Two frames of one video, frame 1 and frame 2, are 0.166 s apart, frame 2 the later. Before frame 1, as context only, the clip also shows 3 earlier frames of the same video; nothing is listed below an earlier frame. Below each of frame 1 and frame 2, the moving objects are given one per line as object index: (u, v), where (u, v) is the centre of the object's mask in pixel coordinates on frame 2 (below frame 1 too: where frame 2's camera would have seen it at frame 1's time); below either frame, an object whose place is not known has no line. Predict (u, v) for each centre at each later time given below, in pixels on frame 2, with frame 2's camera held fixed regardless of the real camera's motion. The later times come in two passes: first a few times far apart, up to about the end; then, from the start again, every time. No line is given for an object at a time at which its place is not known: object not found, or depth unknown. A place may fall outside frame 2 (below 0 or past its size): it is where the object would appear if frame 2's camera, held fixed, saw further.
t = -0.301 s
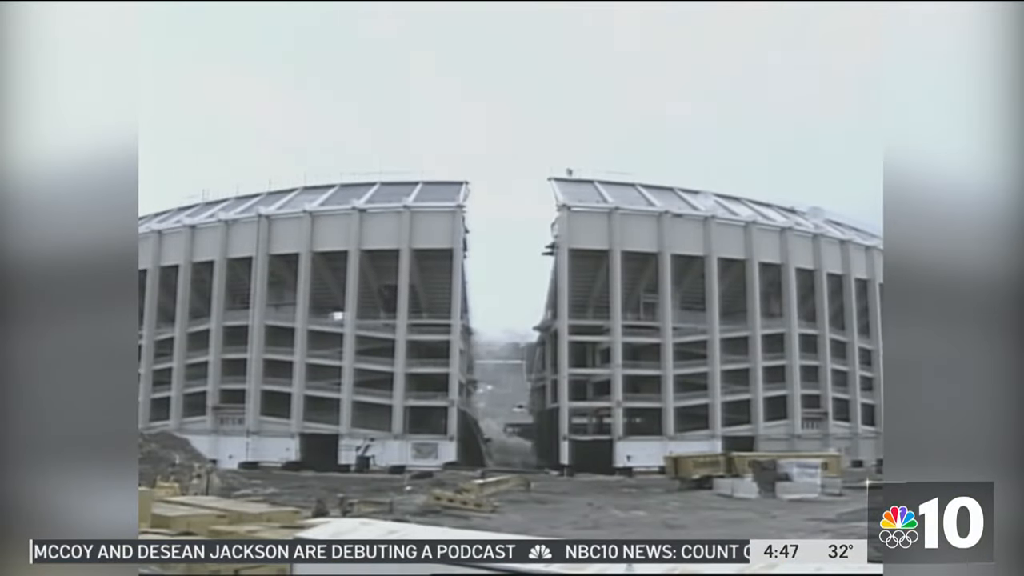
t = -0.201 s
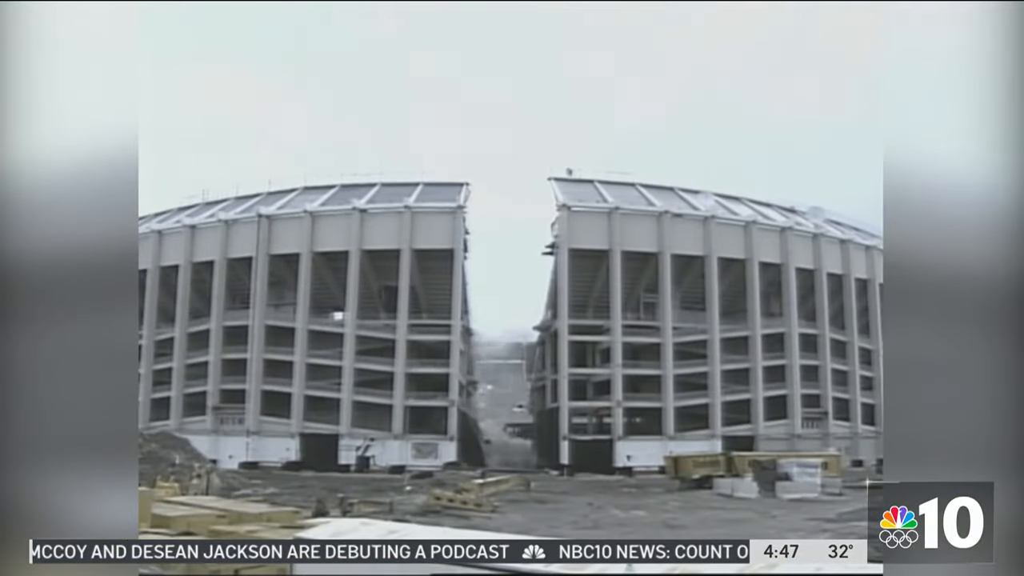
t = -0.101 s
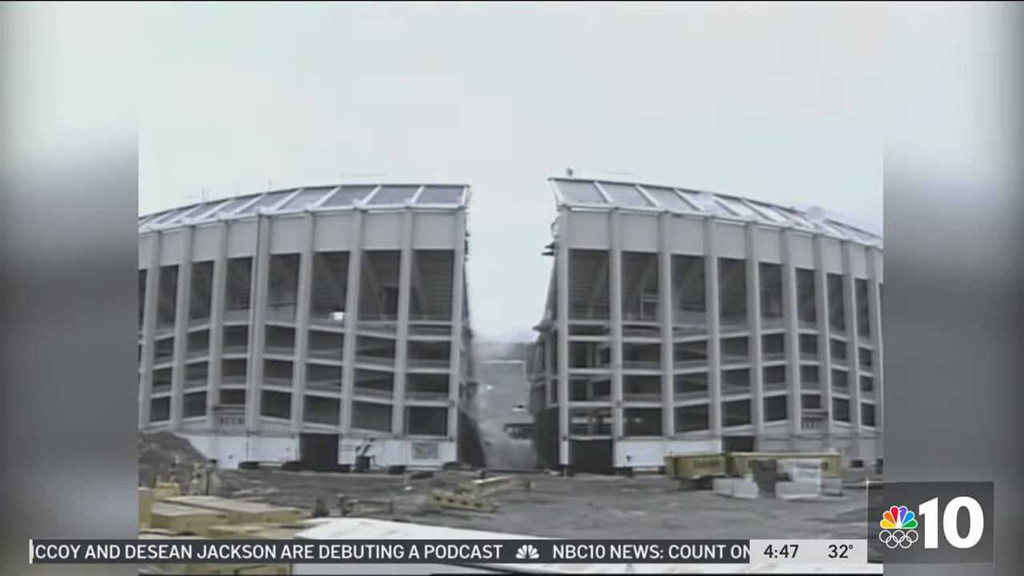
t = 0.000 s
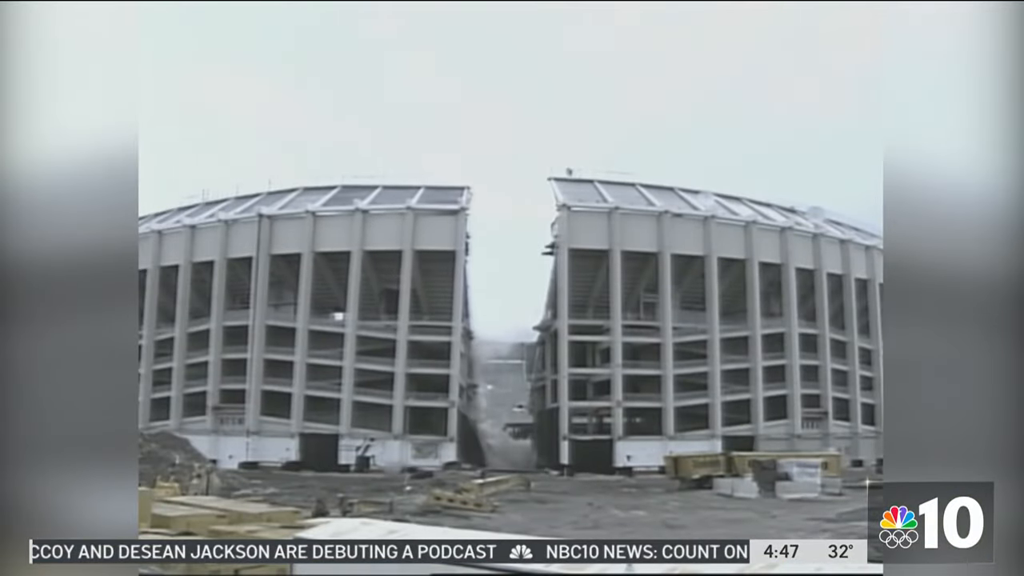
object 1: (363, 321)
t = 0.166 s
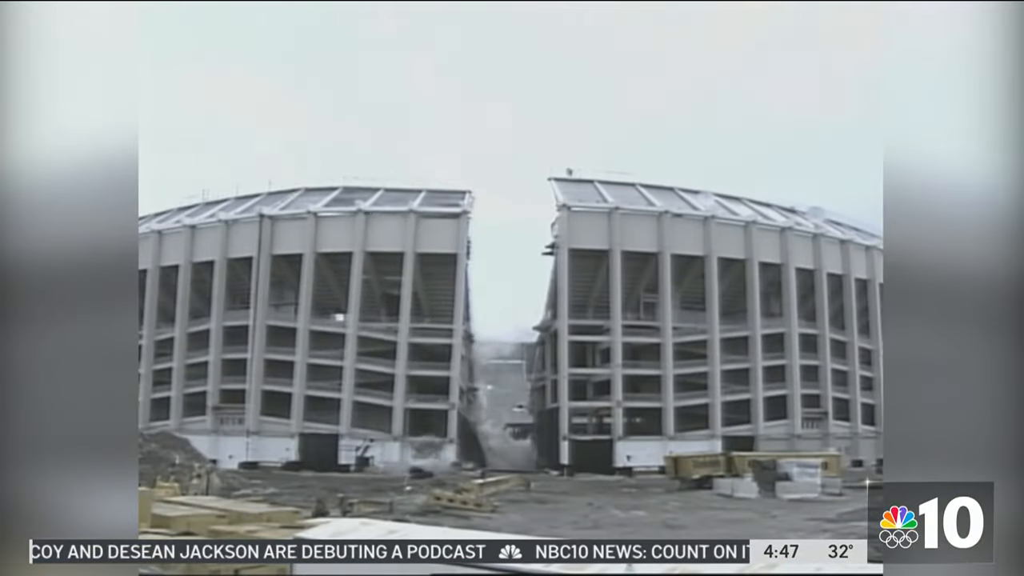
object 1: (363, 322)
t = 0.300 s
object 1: (363, 322)
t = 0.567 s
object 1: (363, 323)
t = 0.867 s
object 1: (366, 325)
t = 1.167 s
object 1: (371, 330)
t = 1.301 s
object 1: (374, 334)
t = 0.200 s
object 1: (363, 322)
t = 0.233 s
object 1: (363, 322)
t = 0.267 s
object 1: (363, 322)
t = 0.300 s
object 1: (363, 322)
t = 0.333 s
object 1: (363, 322)
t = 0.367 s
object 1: (363, 322)
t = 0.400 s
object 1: (363, 322)
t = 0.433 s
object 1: (363, 322)
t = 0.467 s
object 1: (363, 323)
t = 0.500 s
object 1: (363, 323)
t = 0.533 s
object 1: (363, 323)
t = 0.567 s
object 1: (363, 323)
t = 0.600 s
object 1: (363, 323)
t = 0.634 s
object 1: (363, 323)
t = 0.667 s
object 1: (364, 323)
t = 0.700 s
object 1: (364, 324)
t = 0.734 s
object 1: (364, 324)
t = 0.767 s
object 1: (364, 324)
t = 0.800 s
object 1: (364, 325)
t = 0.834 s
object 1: (365, 326)
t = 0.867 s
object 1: (366, 325)
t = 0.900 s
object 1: (366, 327)
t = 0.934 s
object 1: (367, 328)
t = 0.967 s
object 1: (368, 329)
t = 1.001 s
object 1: (368, 329)
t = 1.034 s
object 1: (368, 330)
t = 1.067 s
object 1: (370, 332)
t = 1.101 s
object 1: (371, 327)
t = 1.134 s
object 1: (371, 328)
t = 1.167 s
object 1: (371, 330)
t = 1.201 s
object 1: (372, 331)
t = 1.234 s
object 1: (372, 331)
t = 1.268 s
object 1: (373, 333)
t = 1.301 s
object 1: (374, 334)
